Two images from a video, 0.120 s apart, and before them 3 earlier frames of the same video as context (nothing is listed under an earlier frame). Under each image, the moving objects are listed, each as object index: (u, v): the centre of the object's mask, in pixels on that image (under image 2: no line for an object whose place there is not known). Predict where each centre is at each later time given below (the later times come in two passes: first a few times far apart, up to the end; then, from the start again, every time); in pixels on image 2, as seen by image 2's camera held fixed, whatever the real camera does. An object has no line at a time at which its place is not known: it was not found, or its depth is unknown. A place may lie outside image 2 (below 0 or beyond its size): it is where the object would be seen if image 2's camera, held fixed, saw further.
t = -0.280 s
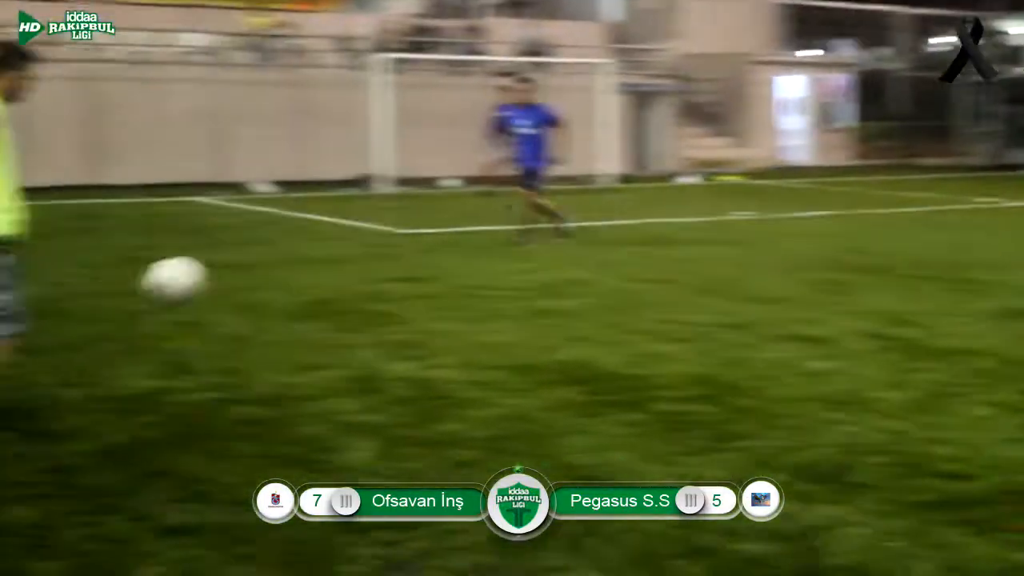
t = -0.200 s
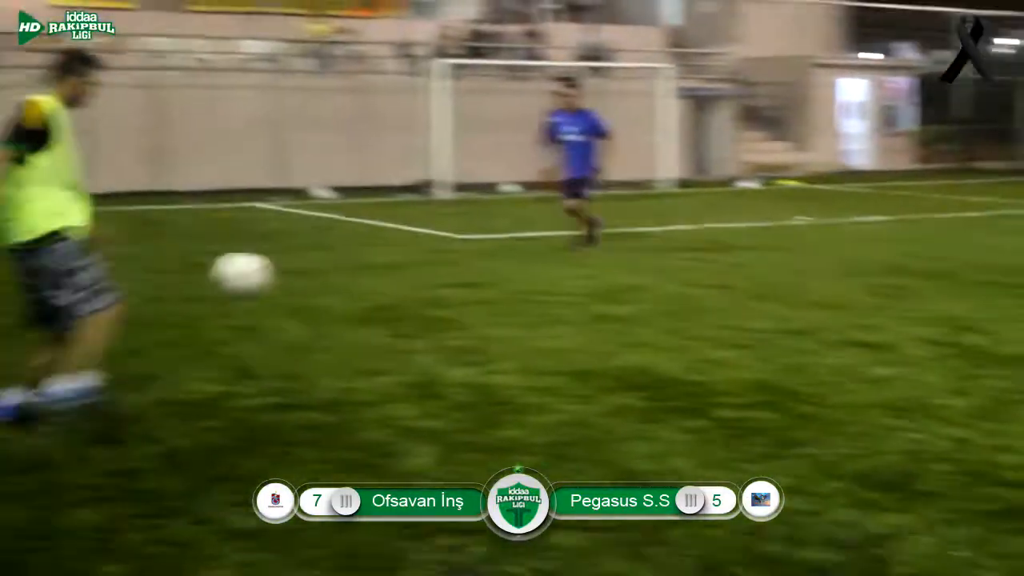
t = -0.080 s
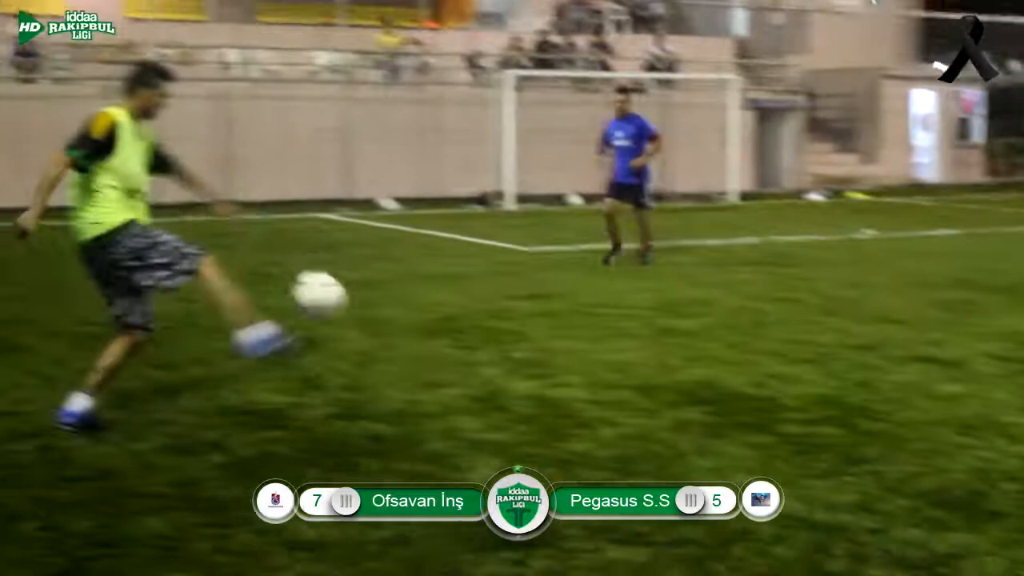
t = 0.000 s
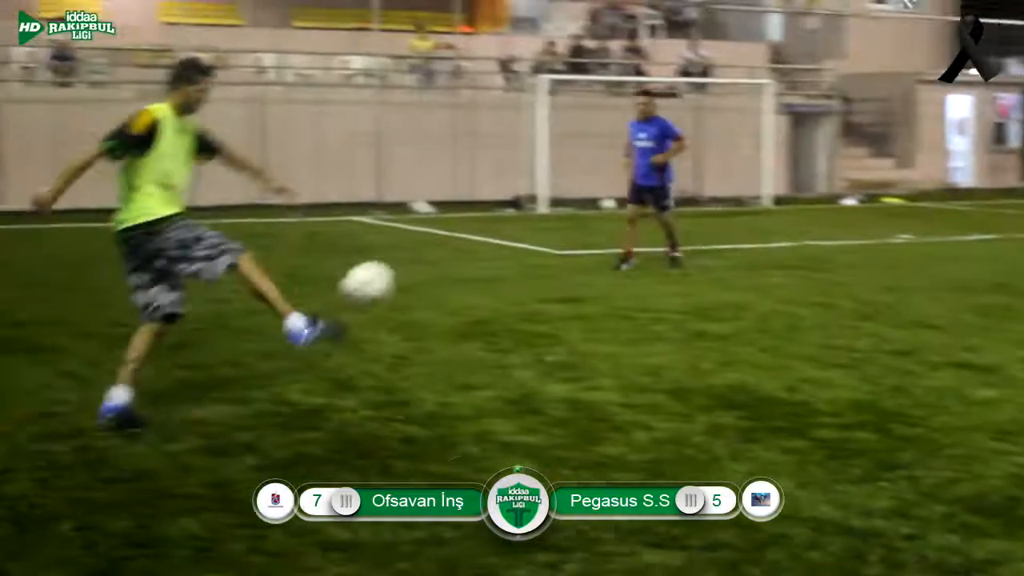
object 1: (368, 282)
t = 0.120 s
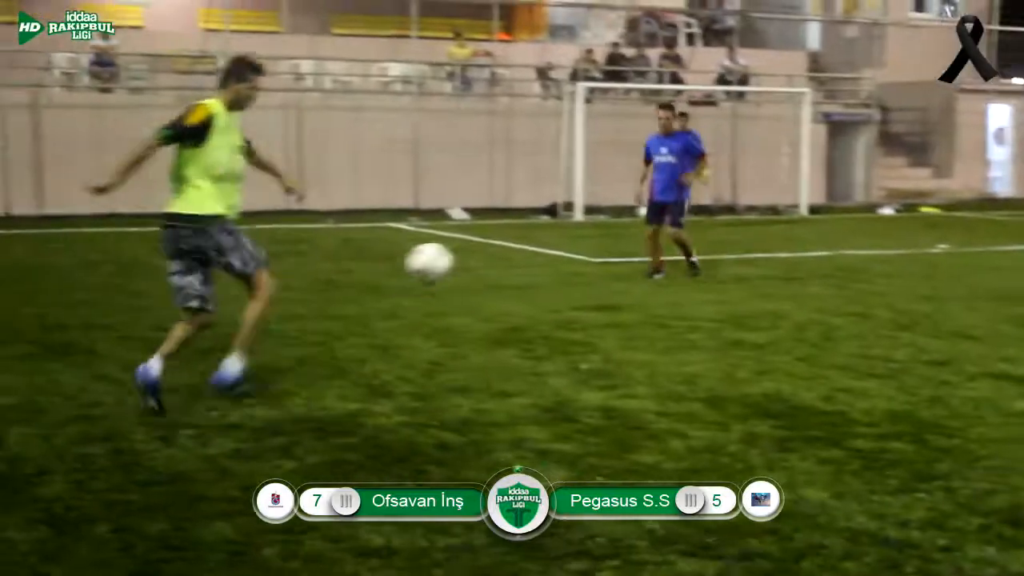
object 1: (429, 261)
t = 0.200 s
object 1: (445, 261)
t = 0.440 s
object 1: (483, 317)
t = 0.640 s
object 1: (502, 299)
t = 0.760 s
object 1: (511, 285)
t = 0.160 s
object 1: (438, 260)
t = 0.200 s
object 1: (445, 261)
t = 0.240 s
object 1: (452, 264)
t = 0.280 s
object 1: (459, 270)
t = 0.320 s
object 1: (466, 279)
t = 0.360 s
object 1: (472, 289)
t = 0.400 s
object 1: (478, 302)
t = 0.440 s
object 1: (483, 317)
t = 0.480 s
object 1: (488, 334)
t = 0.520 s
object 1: (492, 337)
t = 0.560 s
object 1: (496, 322)
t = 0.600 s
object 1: (498, 310)
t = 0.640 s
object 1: (502, 299)
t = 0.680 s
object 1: (505, 294)
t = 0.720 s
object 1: (508, 289)
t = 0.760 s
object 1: (511, 285)
